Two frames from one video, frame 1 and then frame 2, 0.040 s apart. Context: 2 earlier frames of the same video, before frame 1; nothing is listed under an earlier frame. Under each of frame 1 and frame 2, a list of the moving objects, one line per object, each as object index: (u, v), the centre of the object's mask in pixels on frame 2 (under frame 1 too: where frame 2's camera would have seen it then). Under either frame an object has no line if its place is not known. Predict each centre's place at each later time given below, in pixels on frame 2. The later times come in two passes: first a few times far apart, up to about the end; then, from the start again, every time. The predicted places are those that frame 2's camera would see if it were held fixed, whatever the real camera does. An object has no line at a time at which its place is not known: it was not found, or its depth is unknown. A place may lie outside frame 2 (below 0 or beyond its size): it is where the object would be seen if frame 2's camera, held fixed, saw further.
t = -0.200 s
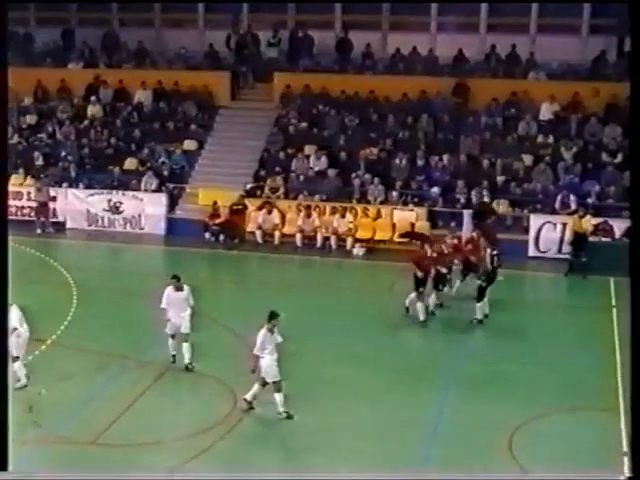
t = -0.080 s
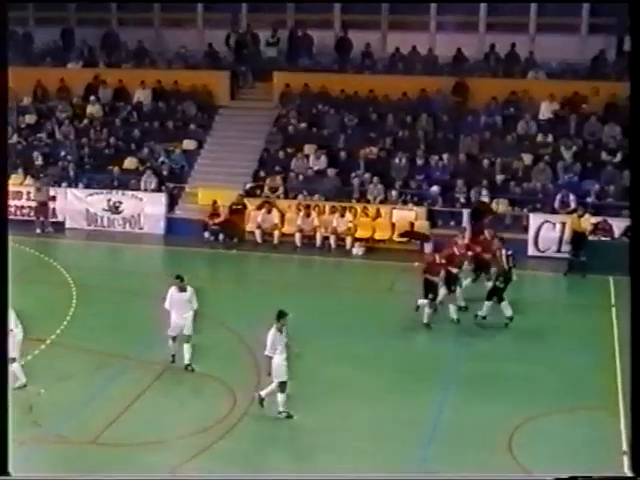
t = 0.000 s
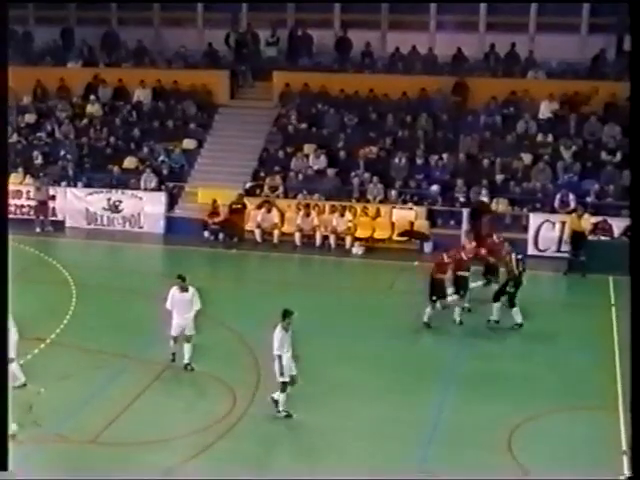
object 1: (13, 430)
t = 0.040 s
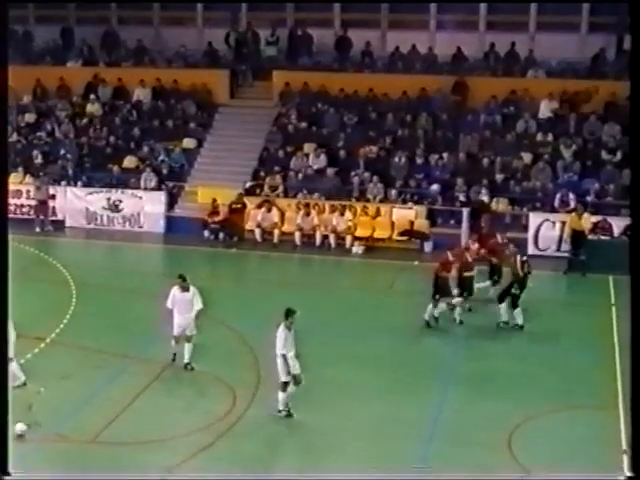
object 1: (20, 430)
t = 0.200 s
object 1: (54, 432)
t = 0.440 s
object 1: (105, 434)
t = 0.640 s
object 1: (147, 436)
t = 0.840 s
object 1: (189, 438)
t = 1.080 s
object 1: (238, 440)
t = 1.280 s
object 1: (276, 442)
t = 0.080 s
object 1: (28, 431)
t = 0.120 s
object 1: (37, 431)
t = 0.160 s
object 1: (45, 431)
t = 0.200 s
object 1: (54, 432)
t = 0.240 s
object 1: (62, 432)
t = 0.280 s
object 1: (70, 433)
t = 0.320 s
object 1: (80, 433)
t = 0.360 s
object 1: (88, 434)
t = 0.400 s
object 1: (97, 434)
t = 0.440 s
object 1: (105, 434)
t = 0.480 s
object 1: (113, 435)
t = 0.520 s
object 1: (122, 435)
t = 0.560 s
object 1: (130, 435)
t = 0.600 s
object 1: (139, 435)
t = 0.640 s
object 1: (147, 436)
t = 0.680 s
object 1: (155, 436)
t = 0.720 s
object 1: (164, 436)
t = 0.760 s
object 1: (172, 437)
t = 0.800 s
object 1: (181, 437)
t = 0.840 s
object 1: (189, 438)
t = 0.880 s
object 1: (197, 438)
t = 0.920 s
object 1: (205, 438)
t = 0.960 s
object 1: (214, 438)
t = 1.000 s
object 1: (222, 439)
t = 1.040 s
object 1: (230, 440)
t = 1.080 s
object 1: (238, 440)
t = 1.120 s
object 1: (247, 440)
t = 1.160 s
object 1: (255, 441)
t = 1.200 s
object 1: (263, 442)
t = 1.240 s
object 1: (270, 442)
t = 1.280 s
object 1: (276, 442)
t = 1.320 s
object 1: (284, 443)
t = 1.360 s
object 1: (293, 443)
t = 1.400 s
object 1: (300, 444)
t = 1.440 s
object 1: (307, 444)
